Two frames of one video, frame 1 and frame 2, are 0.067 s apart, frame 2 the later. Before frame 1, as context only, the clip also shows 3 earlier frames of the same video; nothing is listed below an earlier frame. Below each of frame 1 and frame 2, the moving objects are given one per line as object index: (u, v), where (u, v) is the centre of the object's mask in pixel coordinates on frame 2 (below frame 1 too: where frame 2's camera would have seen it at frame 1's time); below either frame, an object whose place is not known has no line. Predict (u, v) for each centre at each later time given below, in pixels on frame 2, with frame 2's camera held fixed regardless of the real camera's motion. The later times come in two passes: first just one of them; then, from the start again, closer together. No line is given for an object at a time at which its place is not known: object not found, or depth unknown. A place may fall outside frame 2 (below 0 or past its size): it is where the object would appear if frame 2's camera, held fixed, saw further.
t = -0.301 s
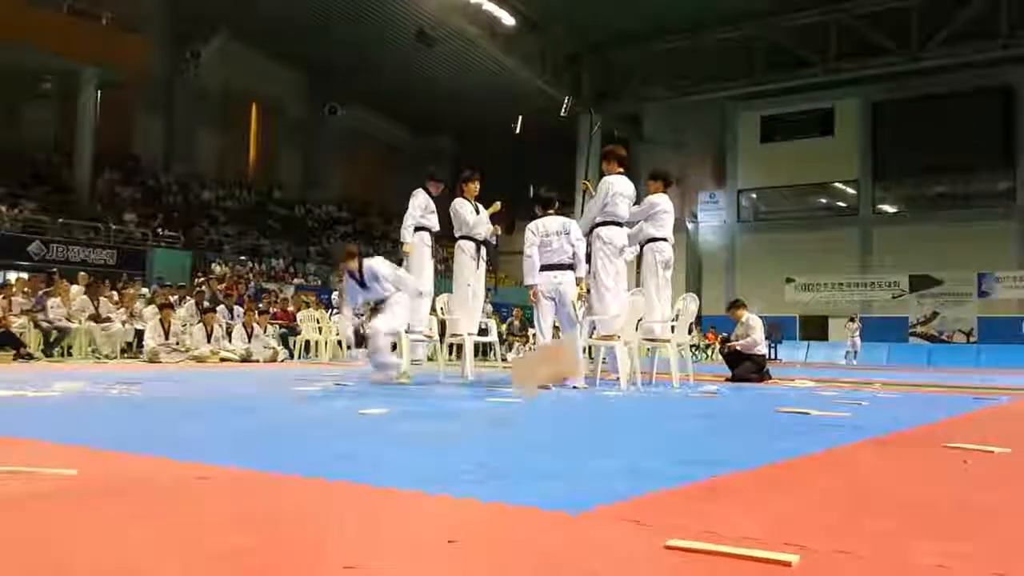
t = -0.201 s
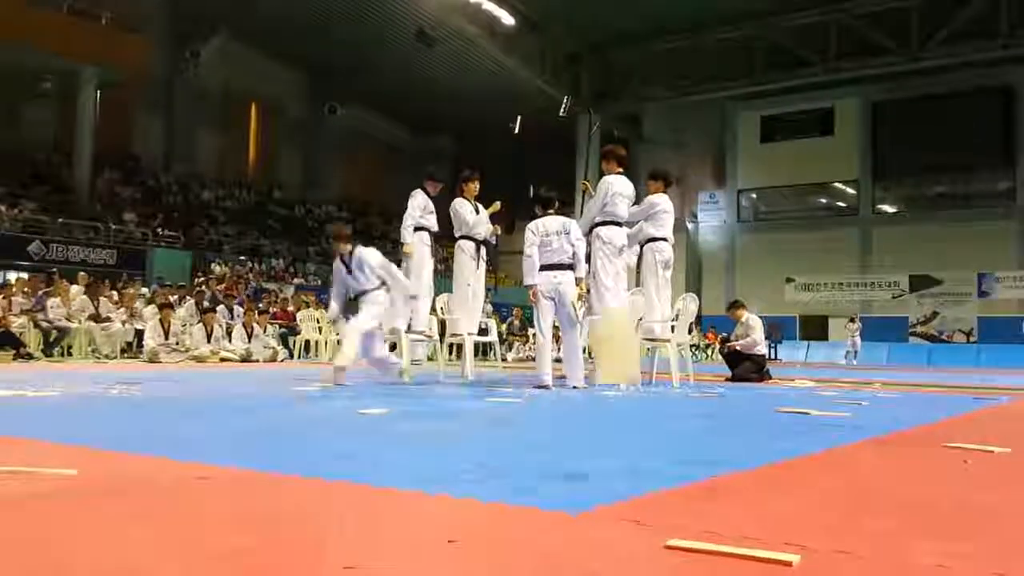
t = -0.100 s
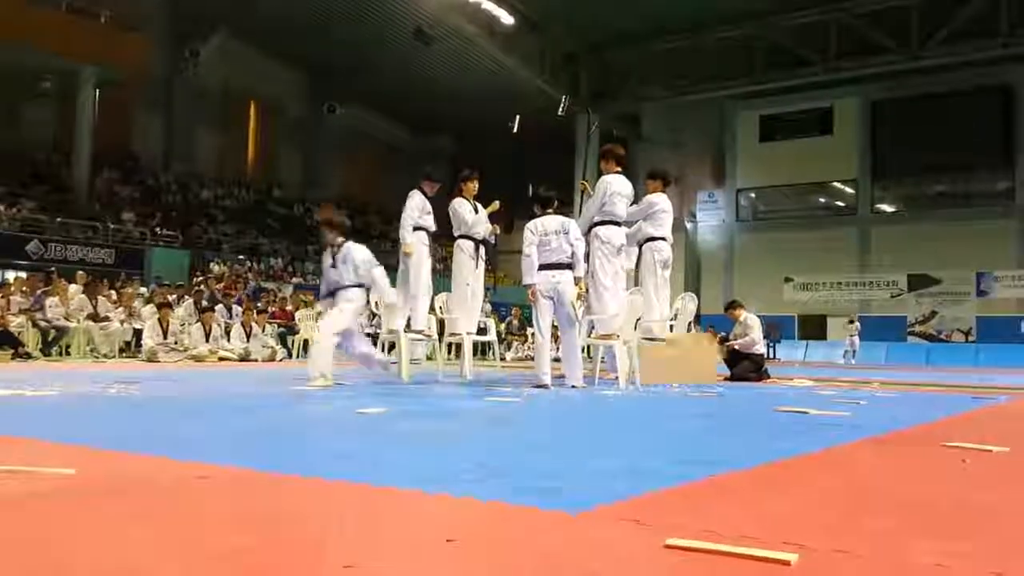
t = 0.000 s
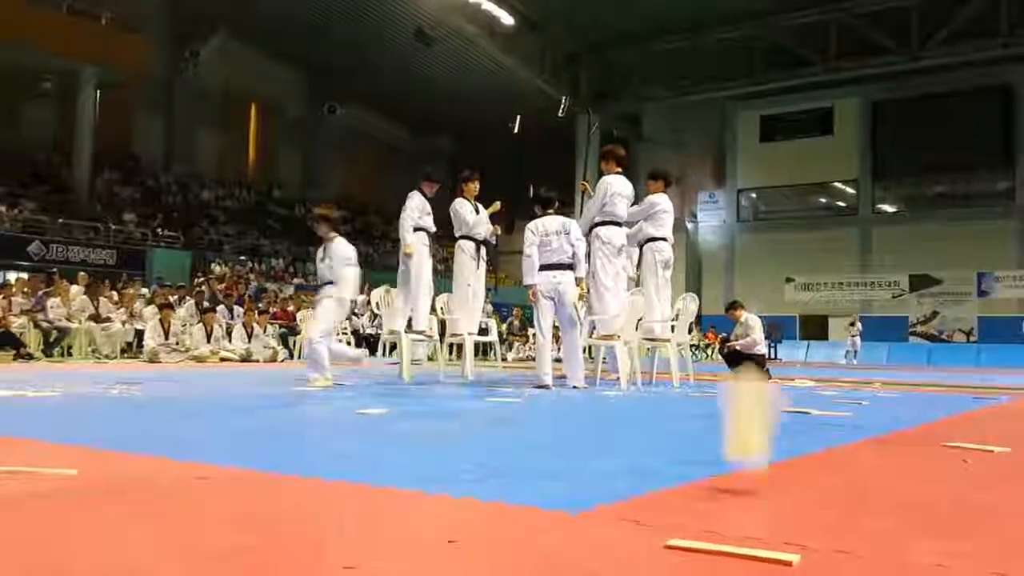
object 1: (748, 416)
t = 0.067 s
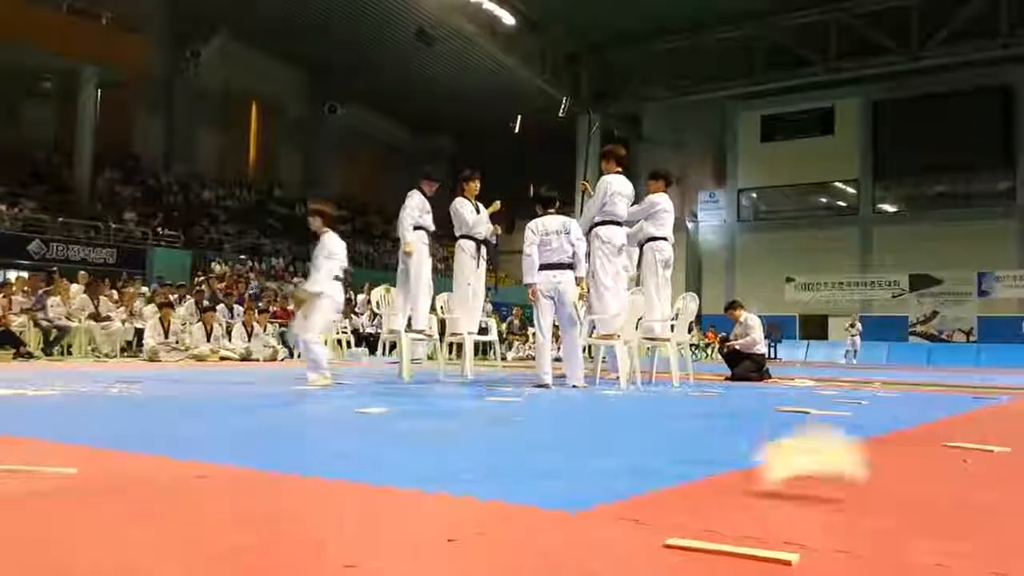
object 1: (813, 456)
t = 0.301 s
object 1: (969, 454)
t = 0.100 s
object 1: (842, 463)
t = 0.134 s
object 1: (863, 456)
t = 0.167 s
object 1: (886, 445)
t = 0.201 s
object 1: (904, 442)
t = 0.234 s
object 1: (924, 438)
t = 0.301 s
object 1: (969, 454)
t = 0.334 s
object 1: (984, 455)
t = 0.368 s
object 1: (1000, 454)
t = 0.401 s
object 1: (1011, 455)
